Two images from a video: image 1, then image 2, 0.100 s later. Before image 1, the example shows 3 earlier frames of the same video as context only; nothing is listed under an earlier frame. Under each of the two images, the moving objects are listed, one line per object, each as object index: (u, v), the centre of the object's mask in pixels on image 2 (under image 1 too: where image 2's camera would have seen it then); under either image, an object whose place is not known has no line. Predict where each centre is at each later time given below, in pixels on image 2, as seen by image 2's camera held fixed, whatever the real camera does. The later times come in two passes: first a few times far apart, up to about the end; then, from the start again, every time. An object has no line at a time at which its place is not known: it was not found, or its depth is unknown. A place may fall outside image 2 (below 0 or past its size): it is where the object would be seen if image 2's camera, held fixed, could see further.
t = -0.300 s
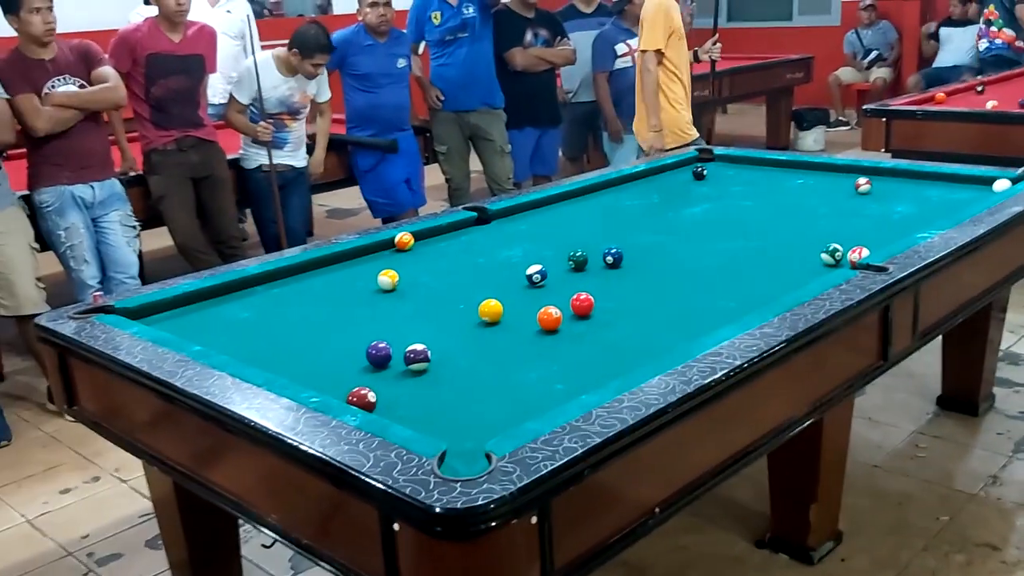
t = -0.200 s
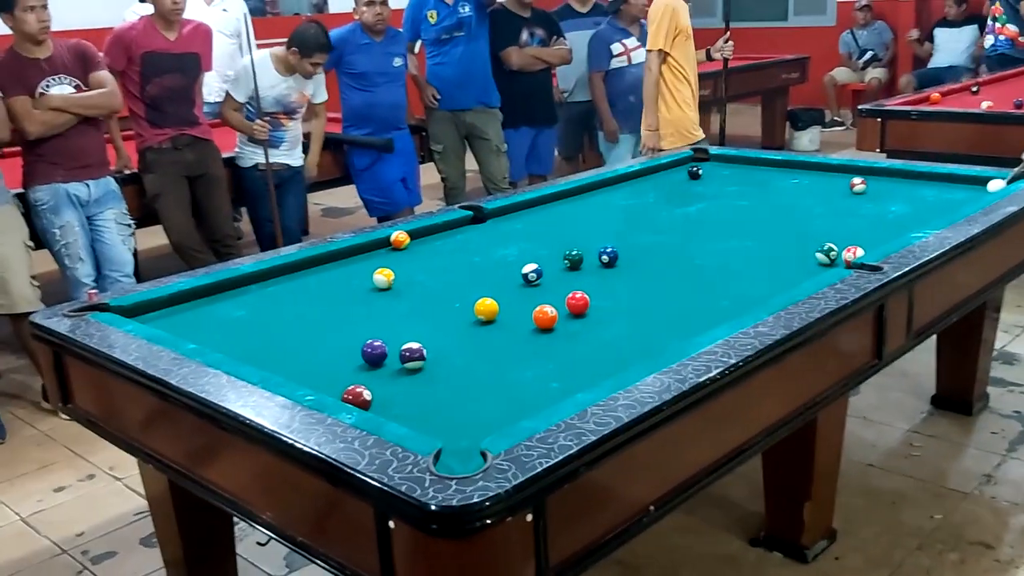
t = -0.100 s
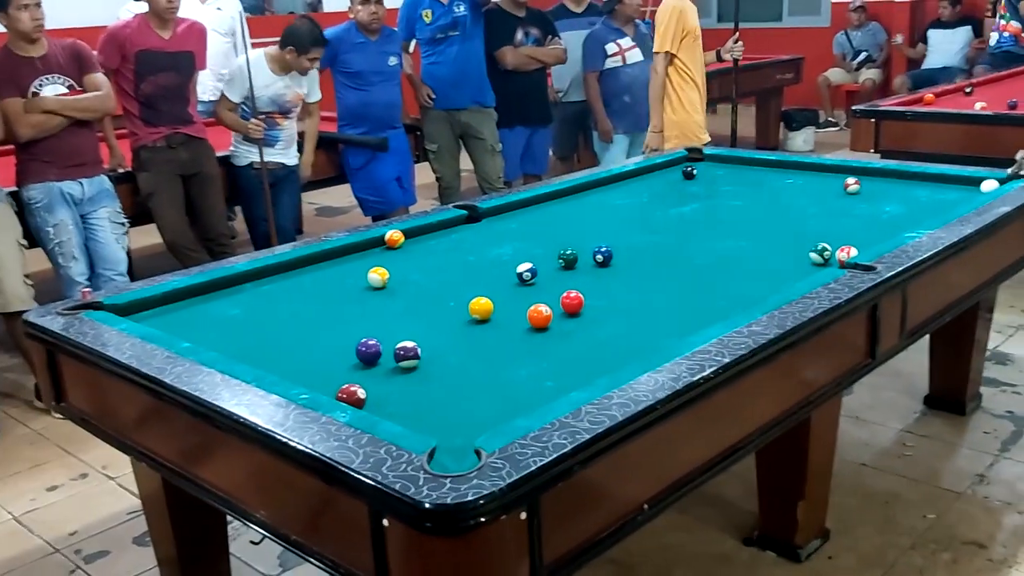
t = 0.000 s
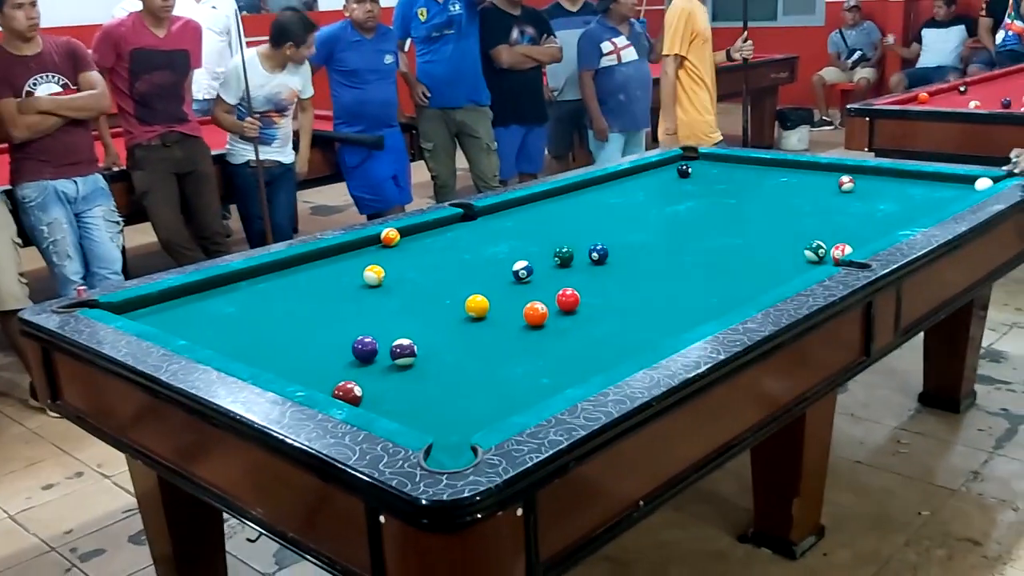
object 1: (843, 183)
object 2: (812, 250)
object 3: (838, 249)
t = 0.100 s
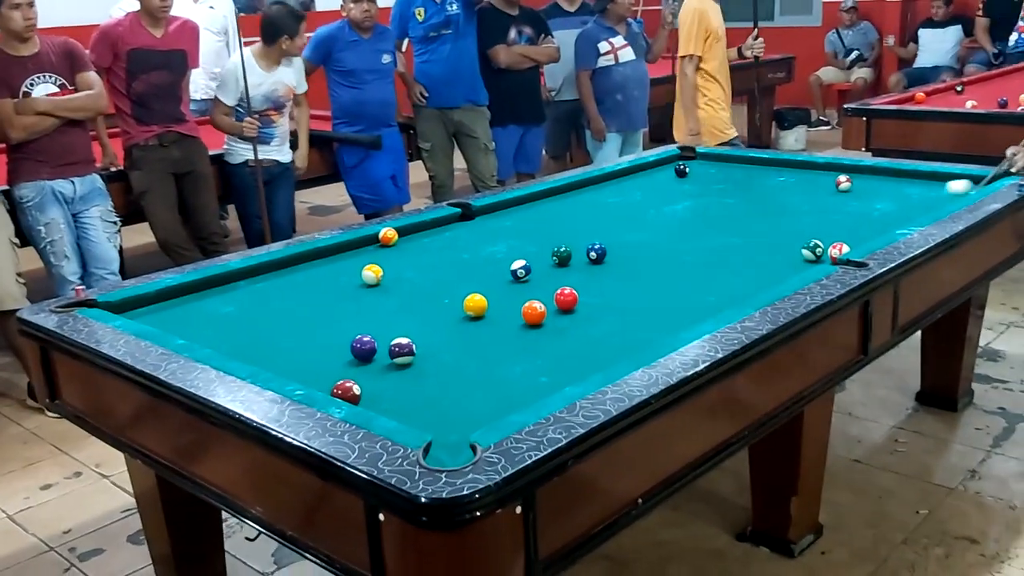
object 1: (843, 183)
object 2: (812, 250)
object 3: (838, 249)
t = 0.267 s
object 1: (843, 183)
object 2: (811, 251)
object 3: (838, 249)
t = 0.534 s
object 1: (843, 183)
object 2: (574, 363)
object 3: (838, 249)
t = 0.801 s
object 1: (843, 183)
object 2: (573, 371)
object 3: (838, 249)
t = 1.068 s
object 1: (844, 183)
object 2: (696, 301)
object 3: (838, 249)
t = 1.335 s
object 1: (844, 183)
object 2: (780, 250)
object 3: (838, 249)
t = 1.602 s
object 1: (844, 183)
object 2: (840, 212)
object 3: (838, 249)
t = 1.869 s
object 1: (843, 183)
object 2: (886, 184)
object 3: (838, 249)
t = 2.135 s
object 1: (843, 183)
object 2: (878, 178)
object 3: (838, 249)
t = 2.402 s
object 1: (816, 184)
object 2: (858, 189)
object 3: (838, 249)
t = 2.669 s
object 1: (780, 185)
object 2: (852, 200)
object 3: (838, 249)
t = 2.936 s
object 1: (748, 186)
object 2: (847, 212)
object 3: (838, 249)
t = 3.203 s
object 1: (719, 187)
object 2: (840, 224)
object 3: (837, 249)
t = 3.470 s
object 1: (692, 188)
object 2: (834, 235)
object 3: (838, 249)
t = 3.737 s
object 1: (666, 189)
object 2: (824, 248)
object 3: (839, 251)
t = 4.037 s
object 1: (641, 190)
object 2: (803, 254)
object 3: (826, 253)
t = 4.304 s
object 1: (623, 191)
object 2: (785, 257)
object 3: (819, 255)
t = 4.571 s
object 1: (606, 192)
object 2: (770, 259)
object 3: (815, 256)
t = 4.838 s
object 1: (591, 193)
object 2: (759, 261)
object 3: (814, 256)
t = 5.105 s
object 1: (580, 194)
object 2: (750, 262)
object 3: (813, 256)
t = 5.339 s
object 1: (573, 194)
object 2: (747, 264)
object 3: (813, 257)
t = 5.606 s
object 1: (569, 194)
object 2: (744, 264)
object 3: (813, 256)
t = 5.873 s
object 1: (567, 194)
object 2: (745, 264)
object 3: (813, 256)
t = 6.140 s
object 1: (567, 194)
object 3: (813, 256)
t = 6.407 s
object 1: (567, 194)
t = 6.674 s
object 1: (567, 194)
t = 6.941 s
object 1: (567, 194)
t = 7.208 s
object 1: (567, 194)
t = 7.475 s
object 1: (567, 194)
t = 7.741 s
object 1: (567, 194)
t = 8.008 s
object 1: (567, 194)
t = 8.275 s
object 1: (567, 194)
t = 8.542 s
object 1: (567, 194)
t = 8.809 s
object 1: (567, 194)
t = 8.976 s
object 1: (567, 194)
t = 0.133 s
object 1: (843, 183)
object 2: (812, 250)
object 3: (838, 249)
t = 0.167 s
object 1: (843, 183)
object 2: (812, 250)
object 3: (838, 249)
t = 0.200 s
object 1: (843, 183)
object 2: (812, 250)
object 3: (838, 249)
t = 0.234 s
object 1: (843, 183)
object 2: (812, 250)
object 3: (838, 249)
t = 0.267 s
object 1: (843, 183)
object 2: (811, 251)
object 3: (838, 249)
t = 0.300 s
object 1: (844, 183)
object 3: (838, 249)
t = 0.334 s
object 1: (843, 183)
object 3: (838, 250)
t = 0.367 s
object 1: (843, 183)
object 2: (735, 291)
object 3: (838, 249)
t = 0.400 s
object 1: (843, 183)
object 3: (838, 249)
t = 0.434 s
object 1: (843, 183)
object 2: (677, 324)
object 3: (838, 249)
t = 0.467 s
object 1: (843, 183)
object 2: (644, 332)
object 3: (838, 249)
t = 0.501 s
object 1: (843, 183)
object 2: (614, 358)
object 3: (838, 249)
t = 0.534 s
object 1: (843, 183)
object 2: (574, 363)
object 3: (838, 249)
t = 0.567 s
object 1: (843, 183)
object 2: (536, 386)
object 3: (838, 249)
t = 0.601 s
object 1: (843, 183)
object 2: (497, 404)
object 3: (838, 249)
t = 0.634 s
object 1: (843, 183)
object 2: (450, 436)
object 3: (838, 249)
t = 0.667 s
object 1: (843, 183)
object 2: (454, 440)
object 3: (838, 249)
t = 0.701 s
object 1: (843, 183)
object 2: (495, 408)
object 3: (838, 249)
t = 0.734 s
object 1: (844, 183)
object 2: (536, 393)
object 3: (838, 249)
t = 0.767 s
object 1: (844, 183)
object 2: (554, 382)
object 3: (838, 249)
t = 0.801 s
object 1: (843, 183)
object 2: (573, 371)
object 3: (838, 249)
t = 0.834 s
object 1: (844, 183)
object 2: (592, 362)
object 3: (838, 249)
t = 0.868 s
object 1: (844, 183)
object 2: (608, 353)
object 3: (838, 249)
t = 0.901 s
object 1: (844, 183)
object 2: (626, 343)
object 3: (838, 249)
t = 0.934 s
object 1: (843, 183)
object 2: (640, 334)
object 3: (838, 249)
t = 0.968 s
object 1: (843, 183)
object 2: (655, 325)
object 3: (838, 249)
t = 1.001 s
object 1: (844, 183)
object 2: (669, 317)
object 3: (838, 249)
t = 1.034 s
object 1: (844, 183)
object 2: (683, 309)
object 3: (838, 249)
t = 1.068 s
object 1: (844, 183)
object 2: (696, 301)
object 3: (838, 249)
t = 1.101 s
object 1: (844, 183)
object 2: (708, 293)
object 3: (838, 249)
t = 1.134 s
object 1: (843, 183)
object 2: (719, 286)
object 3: (838, 249)
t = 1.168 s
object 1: (843, 183)
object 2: (731, 279)
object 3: (838, 249)
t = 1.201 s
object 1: (843, 183)
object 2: (741, 273)
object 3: (838, 249)
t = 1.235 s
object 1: (844, 183)
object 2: (751, 266)
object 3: (838, 249)
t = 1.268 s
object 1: (844, 183)
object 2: (760, 260)
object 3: (838, 249)
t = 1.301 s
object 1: (844, 183)
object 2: (770, 255)
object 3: (838, 249)
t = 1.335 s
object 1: (844, 183)
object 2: (780, 250)
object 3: (838, 249)
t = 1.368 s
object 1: (844, 183)
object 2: (788, 244)
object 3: (838, 249)
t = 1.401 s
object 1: (844, 183)
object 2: (796, 239)
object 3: (838, 249)
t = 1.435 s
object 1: (843, 183)
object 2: (804, 235)
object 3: (838, 249)
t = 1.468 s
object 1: (843, 183)
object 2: (811, 230)
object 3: (838, 249)
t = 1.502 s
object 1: (842, 183)
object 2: (817, 224)
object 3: (838, 249)
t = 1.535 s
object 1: (844, 183)
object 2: (826, 221)
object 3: (838, 249)
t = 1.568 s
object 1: (844, 183)
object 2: (833, 217)
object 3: (838, 249)
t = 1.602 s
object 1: (844, 183)
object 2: (840, 212)
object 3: (838, 249)
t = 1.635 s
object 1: (844, 183)
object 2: (846, 208)
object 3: (838, 249)
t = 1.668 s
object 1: (844, 183)
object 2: (853, 205)
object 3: (838, 249)
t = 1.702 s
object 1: (844, 183)
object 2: (859, 200)
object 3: (838, 249)
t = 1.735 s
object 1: (844, 183)
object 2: (864, 197)
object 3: (838, 249)
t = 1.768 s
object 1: (844, 183)
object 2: (870, 194)
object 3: (838, 249)
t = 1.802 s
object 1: (844, 183)
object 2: (876, 190)
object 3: (838, 249)
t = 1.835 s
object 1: (843, 183)
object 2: (881, 187)
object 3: (838, 249)
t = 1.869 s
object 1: (843, 183)
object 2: (886, 184)
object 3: (838, 249)
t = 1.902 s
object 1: (843, 183)
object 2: (891, 181)
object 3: (838, 249)
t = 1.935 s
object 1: (843, 183)
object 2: (896, 178)
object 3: (838, 249)
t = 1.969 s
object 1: (844, 183)
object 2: (901, 175)
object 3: (838, 249)
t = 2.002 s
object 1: (843, 183)
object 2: (904, 172)
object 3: (838, 249)
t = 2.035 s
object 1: (843, 183)
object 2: (898, 174)
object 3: (838, 249)
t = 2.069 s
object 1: (843, 183)
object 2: (891, 176)
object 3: (838, 249)
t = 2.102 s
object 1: (843, 183)
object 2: (885, 177)
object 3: (838, 249)
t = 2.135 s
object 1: (843, 183)
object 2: (878, 178)
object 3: (838, 249)
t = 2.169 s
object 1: (843, 183)
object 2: (873, 180)
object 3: (838, 249)
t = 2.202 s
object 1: (843, 183)
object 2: (865, 181)
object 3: (838, 249)
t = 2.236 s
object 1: (841, 182)
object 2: (861, 183)
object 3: (838, 249)
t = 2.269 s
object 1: (835, 183)
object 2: (861, 184)
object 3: (838, 249)
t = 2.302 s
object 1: (830, 183)
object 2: (861, 185)
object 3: (838, 249)
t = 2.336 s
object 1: (826, 183)
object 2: (860, 187)
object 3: (838, 249)
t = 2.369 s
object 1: (821, 183)
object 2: (859, 188)
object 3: (838, 249)
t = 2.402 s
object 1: (816, 184)
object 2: (858, 189)
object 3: (838, 249)
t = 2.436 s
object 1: (811, 184)
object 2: (857, 191)
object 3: (838, 249)
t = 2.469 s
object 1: (806, 183)
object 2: (857, 192)
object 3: (838, 249)
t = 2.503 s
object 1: (802, 184)
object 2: (856, 194)
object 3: (838, 249)
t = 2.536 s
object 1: (797, 184)
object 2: (856, 195)
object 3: (838, 249)
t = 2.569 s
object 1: (793, 184)
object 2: (855, 196)
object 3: (838, 249)
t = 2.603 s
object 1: (788, 184)
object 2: (854, 198)
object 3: (838, 249)
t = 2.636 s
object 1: (785, 184)
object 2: (853, 199)
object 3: (838, 249)
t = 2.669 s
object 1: (780, 185)
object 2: (852, 200)
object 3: (838, 249)
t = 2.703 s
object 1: (776, 185)
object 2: (851, 203)
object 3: (838, 249)
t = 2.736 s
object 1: (772, 185)
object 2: (851, 204)
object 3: (838, 249)
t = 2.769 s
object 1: (768, 185)
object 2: (851, 205)
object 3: (838, 249)
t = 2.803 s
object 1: (764, 185)
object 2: (850, 206)
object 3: (838, 249)
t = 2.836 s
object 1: (760, 185)
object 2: (849, 208)
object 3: (838, 249)
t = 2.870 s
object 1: (756, 185)
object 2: (848, 210)
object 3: (838, 249)
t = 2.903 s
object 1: (752, 186)
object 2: (848, 211)
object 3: (838, 249)
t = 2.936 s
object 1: (748, 186)
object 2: (847, 212)
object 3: (838, 249)
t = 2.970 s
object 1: (744, 186)
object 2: (846, 214)
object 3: (838, 249)
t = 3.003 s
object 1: (740, 186)
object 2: (845, 216)
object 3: (838, 249)
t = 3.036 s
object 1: (737, 186)
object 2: (844, 217)
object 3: (838, 249)
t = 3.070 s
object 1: (733, 186)
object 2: (844, 218)
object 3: (838, 249)
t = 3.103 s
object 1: (730, 186)
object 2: (843, 220)
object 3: (838, 249)
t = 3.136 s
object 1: (726, 186)
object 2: (842, 222)
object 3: (838, 249)
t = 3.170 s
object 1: (722, 187)
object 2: (841, 223)
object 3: (838, 249)
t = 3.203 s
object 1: (719, 187)
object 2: (840, 224)
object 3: (837, 249)
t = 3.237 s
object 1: (716, 187)
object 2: (840, 226)
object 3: (838, 249)
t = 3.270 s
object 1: (712, 187)
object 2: (839, 227)
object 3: (838, 249)
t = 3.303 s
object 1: (709, 187)
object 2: (838, 229)
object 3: (838, 249)
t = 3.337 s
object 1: (705, 187)
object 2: (837, 230)
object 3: (838, 249)
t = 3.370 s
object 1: (702, 187)
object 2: (836, 232)
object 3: (838, 250)
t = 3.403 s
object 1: (698, 187)
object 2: (835, 232)
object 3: (838, 249)
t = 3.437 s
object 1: (695, 187)
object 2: (835, 234)
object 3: (838, 250)
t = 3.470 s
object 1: (692, 188)
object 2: (834, 235)
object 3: (838, 249)
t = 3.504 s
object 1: (689, 188)
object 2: (832, 236)
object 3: (838, 249)
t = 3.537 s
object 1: (686, 188)
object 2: (831, 238)
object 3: (838, 250)
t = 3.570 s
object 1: (683, 188)
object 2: (830, 238)
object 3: (838, 250)
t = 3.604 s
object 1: (677, 188)
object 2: (827, 242)
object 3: (838, 249)
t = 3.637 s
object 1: (674, 189)
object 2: (826, 244)
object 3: (838, 250)
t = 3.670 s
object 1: (671, 188)
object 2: (825, 245)
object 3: (837, 249)
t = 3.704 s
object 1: (668, 189)
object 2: (824, 247)
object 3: (838, 250)
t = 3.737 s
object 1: (666, 189)
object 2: (824, 248)
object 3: (839, 251)
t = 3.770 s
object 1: (663, 189)
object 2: (822, 249)
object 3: (838, 251)
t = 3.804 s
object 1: (661, 189)
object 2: (819, 250)
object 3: (836, 252)
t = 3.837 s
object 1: (658, 189)
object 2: (817, 250)
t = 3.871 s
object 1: (655, 189)
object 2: (814, 251)
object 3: (832, 253)
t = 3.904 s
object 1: (652, 189)
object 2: (812, 252)
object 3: (830, 253)
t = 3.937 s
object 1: (649, 190)
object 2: (809, 252)
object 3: (829, 253)
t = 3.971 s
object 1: (646, 190)
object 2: (807, 252)
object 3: (828, 253)
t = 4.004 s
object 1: (643, 190)
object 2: (804, 253)
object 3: (827, 252)
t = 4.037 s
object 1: (641, 190)
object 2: (803, 254)
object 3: (826, 253)
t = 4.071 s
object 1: (639, 190)
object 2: (800, 254)
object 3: (826, 254)
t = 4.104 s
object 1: (637, 191)
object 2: (798, 255)
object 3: (825, 254)
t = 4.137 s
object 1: (634, 191)
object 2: (796, 255)
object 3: (824, 255)
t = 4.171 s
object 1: (632, 191)
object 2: (793, 255)
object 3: (823, 255)
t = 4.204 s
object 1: (630, 191)
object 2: (791, 255)
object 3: (822, 255)
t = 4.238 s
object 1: (627, 191)
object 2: (789, 256)
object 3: (821, 255)
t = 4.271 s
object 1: (625, 191)
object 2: (787, 256)
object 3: (820, 255)
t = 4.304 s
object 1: (623, 191)
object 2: (785, 257)
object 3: (819, 255)
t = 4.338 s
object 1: (621, 191)
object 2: (783, 257)
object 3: (819, 255)
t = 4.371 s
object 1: (618, 192)
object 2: (781, 257)
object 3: (818, 256)
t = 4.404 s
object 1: (616, 191)
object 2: (779, 258)
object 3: (817, 256)
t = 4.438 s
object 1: (614, 192)
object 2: (777, 258)
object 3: (817, 256)
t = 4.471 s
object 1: (612, 192)
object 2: (775, 259)
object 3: (816, 256)
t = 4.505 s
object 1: (610, 192)
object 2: (774, 259)
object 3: (816, 256)
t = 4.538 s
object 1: (608, 192)
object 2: (772, 259)
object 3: (816, 256)
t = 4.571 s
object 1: (606, 192)
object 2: (770, 259)
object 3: (815, 256)
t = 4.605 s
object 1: (604, 192)
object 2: (769, 259)
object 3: (815, 256)
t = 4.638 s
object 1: (602, 192)
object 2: (768, 260)
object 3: (815, 256)
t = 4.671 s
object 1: (601, 192)
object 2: (766, 260)
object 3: (815, 256)
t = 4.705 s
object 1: (599, 192)
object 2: (765, 260)
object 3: (814, 256)
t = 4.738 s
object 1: (597, 192)
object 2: (763, 261)
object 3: (814, 256)
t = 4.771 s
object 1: (595, 193)
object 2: (762, 261)
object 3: (814, 256)
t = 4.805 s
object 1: (593, 193)
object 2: (760, 261)
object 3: (814, 256)
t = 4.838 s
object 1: (591, 193)
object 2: (759, 261)
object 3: (814, 256)
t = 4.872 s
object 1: (590, 193)
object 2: (758, 261)
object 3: (814, 256)
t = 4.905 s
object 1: (588, 193)
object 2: (757, 262)
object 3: (814, 257)
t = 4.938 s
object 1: (587, 193)
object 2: (755, 262)
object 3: (814, 256)
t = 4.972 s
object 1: (585, 194)
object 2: (754, 262)
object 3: (814, 257)
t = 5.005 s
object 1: (584, 193)
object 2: (753, 262)
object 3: (814, 256)
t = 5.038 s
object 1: (583, 194)
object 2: (752, 262)
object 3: (814, 256)
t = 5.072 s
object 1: (581, 194)
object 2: (751, 262)
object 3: (813, 256)
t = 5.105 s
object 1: (580, 194)
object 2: (750, 262)
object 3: (813, 256)
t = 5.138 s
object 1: (579, 194)
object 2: (750, 263)
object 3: (813, 256)
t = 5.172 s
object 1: (578, 194)
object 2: (749, 263)
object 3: (813, 257)
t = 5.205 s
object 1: (577, 194)
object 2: (748, 263)
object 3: (813, 257)
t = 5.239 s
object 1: (576, 194)
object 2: (748, 263)
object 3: (813, 257)
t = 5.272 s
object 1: (575, 194)
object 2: (747, 264)
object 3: (813, 256)
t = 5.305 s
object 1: (574, 194)
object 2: (747, 264)
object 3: (813, 256)
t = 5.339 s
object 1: (573, 194)
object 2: (747, 264)
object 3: (813, 257)
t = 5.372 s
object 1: (573, 194)
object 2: (746, 264)
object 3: (813, 256)
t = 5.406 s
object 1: (572, 194)
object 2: (746, 264)
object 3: (813, 256)
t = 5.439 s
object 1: (571, 194)
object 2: (745, 264)
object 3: (813, 256)
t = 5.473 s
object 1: (571, 194)
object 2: (745, 264)
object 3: (813, 256)
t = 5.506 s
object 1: (570, 194)
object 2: (744, 264)
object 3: (813, 257)
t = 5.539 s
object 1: (570, 194)
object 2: (744, 264)
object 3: (813, 256)
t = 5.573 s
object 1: (569, 194)
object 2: (744, 264)
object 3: (813, 256)
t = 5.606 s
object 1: (569, 194)
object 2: (744, 264)
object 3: (813, 256)
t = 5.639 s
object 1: (568, 194)
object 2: (744, 264)
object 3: (813, 256)
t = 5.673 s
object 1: (568, 194)
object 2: (744, 264)
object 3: (813, 256)
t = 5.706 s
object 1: (568, 194)
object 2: (744, 264)
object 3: (813, 256)
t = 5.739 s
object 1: (568, 194)
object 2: (744, 264)
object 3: (813, 256)
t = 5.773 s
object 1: (567, 194)
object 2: (744, 264)
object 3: (813, 257)
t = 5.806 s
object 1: (567, 194)
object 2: (744, 264)
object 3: (813, 256)
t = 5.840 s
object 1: (567, 194)
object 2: (745, 264)
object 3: (813, 257)
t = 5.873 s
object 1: (567, 194)
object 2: (745, 264)
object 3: (813, 256)
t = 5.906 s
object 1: (567, 194)
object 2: (744, 264)
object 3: (813, 256)
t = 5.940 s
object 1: (567, 194)
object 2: (744, 264)
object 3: (813, 257)
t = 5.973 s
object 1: (567, 194)
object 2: (744, 264)
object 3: (813, 256)
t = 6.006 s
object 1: (567, 194)
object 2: (744, 264)
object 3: (813, 256)
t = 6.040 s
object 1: (567, 194)
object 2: (744, 264)
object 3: (813, 256)
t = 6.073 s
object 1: (567, 194)
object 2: (744, 264)
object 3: (813, 256)
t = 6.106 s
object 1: (567, 194)
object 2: (744, 264)
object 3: (813, 256)
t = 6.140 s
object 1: (567, 194)
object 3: (813, 256)
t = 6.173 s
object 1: (567, 194)
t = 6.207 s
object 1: (567, 194)
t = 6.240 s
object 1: (567, 194)
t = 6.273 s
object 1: (567, 194)
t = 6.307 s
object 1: (567, 194)
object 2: (744, 264)
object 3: (813, 257)
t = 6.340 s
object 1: (567, 194)
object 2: (744, 264)
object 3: (813, 256)
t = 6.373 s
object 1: (567, 194)
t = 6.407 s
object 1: (567, 194)
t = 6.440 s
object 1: (567, 194)
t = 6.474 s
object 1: (567, 194)
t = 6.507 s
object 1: (567, 194)
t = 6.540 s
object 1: (567, 194)
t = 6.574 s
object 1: (567, 194)
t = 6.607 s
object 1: (567, 194)
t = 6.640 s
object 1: (567, 194)
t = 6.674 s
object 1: (567, 194)
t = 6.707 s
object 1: (567, 194)
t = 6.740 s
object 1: (567, 194)
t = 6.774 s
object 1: (567, 194)
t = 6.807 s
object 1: (567, 194)
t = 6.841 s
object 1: (567, 194)
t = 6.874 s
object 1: (567, 194)
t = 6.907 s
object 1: (567, 194)
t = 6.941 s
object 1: (567, 194)
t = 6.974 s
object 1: (567, 194)
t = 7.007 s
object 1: (567, 194)
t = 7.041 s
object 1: (567, 194)
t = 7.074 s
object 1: (567, 194)
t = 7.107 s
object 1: (567, 194)
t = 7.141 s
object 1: (567, 194)
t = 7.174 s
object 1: (567, 194)
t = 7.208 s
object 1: (567, 194)
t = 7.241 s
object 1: (567, 194)
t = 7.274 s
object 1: (567, 194)
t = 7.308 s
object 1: (567, 194)
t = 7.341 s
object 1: (567, 194)
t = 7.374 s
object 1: (567, 194)
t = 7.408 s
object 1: (567, 194)
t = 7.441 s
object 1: (567, 194)
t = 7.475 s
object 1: (567, 194)
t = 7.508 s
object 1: (567, 194)
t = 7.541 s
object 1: (567, 194)
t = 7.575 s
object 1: (567, 194)
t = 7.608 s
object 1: (567, 194)
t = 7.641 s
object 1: (567, 194)
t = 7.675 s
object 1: (567, 194)
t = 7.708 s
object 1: (567, 194)
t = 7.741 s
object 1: (567, 194)
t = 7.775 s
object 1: (567, 194)
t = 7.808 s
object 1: (567, 194)
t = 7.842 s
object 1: (567, 194)
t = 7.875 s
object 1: (567, 194)
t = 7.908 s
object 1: (567, 194)
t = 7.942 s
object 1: (567, 194)
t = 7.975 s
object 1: (567, 194)
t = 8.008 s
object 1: (567, 194)
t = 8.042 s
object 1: (567, 194)
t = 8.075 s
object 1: (567, 194)
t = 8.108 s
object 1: (567, 194)
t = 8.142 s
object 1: (567, 194)
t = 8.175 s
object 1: (567, 194)
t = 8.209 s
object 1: (567, 194)
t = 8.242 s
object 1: (567, 194)
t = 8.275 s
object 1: (567, 194)
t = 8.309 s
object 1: (567, 194)
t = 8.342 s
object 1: (567, 194)
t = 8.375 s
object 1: (567, 194)
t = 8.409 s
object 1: (567, 194)
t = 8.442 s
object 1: (567, 194)
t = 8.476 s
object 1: (567, 194)
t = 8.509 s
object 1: (567, 194)
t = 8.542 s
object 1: (567, 194)
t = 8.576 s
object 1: (567, 194)
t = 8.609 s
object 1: (567, 194)
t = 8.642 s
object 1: (567, 194)
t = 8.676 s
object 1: (567, 194)
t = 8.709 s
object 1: (567, 194)
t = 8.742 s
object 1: (567, 194)
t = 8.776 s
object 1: (567, 194)
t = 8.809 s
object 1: (567, 194)
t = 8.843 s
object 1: (567, 194)
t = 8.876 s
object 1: (567, 194)
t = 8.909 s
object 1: (567, 194)
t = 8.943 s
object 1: (567, 194)
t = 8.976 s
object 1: (567, 194)
